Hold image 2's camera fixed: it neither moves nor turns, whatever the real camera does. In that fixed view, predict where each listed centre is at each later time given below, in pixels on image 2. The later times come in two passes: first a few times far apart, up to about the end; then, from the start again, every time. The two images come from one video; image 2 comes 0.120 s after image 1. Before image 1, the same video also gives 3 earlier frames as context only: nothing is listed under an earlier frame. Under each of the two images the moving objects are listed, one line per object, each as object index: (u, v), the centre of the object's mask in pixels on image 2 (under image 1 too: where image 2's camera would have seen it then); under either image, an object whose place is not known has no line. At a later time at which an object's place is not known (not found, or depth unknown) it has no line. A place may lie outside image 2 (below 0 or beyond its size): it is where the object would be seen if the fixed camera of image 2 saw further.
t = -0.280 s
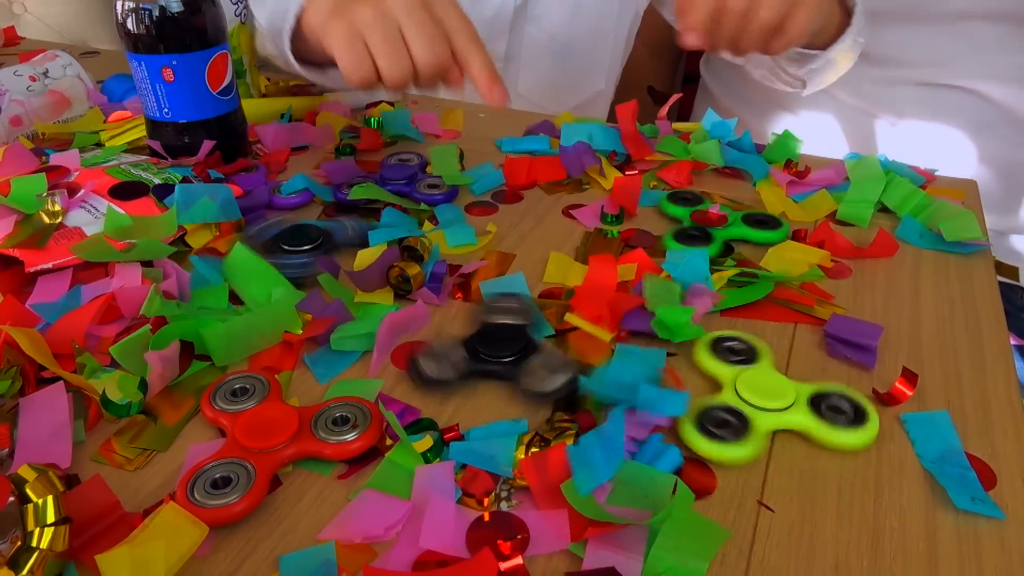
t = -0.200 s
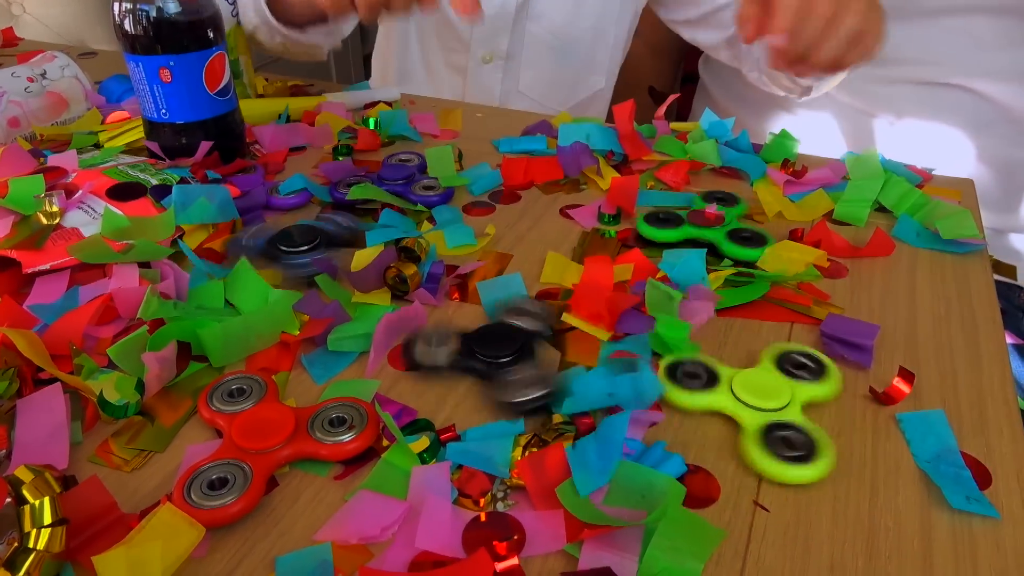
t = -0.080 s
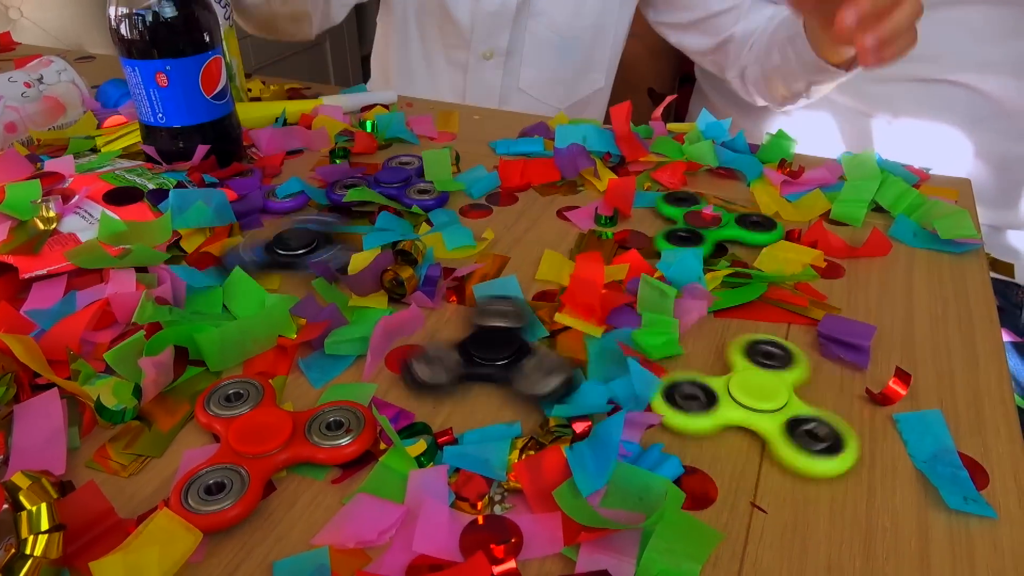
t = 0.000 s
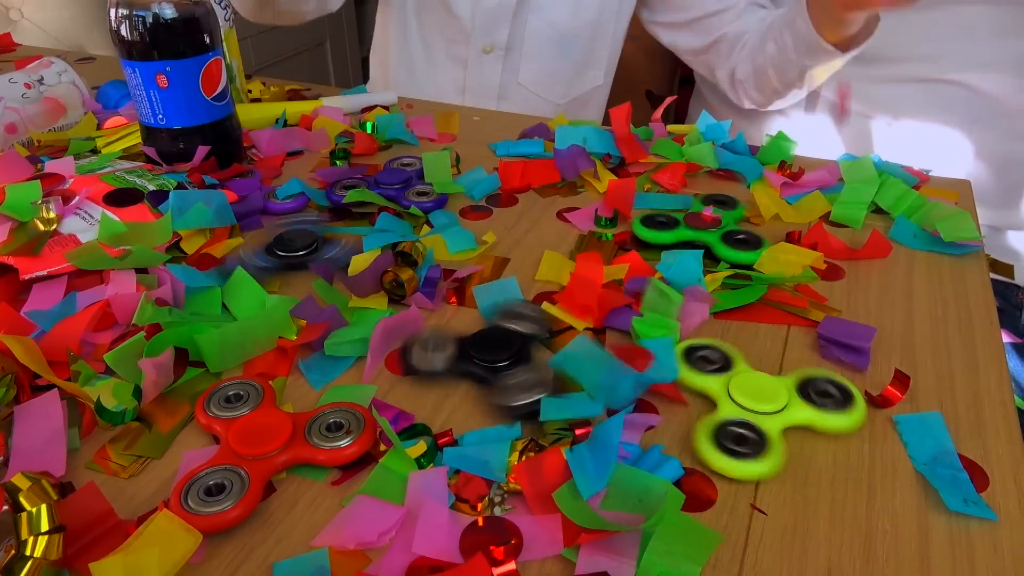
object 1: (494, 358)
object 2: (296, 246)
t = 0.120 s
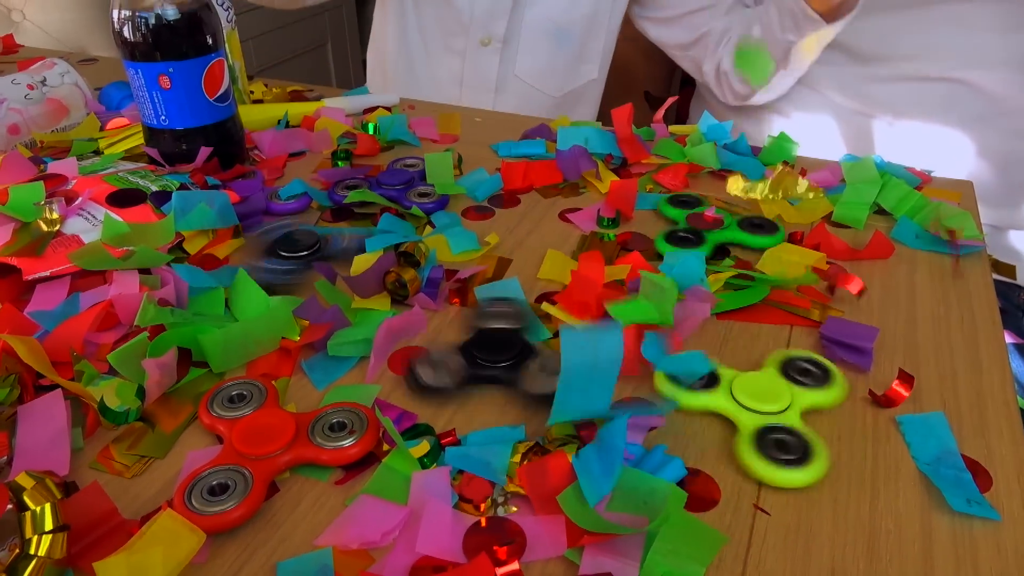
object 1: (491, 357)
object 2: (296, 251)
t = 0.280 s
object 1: (496, 360)
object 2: (301, 248)
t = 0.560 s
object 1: (496, 359)
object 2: (290, 249)
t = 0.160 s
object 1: (487, 359)
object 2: (297, 251)
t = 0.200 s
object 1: (495, 359)
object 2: (300, 250)
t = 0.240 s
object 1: (485, 359)
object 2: (302, 250)
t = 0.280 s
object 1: (496, 360)
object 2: (301, 248)
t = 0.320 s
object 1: (495, 358)
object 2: (298, 247)
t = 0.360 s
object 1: (496, 358)
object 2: (294, 248)
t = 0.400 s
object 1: (495, 358)
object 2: (295, 248)
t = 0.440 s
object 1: (500, 359)
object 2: (295, 248)
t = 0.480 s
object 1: (494, 360)
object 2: (293, 249)
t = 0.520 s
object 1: (500, 360)
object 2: (291, 248)
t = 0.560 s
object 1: (496, 359)
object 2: (290, 249)
